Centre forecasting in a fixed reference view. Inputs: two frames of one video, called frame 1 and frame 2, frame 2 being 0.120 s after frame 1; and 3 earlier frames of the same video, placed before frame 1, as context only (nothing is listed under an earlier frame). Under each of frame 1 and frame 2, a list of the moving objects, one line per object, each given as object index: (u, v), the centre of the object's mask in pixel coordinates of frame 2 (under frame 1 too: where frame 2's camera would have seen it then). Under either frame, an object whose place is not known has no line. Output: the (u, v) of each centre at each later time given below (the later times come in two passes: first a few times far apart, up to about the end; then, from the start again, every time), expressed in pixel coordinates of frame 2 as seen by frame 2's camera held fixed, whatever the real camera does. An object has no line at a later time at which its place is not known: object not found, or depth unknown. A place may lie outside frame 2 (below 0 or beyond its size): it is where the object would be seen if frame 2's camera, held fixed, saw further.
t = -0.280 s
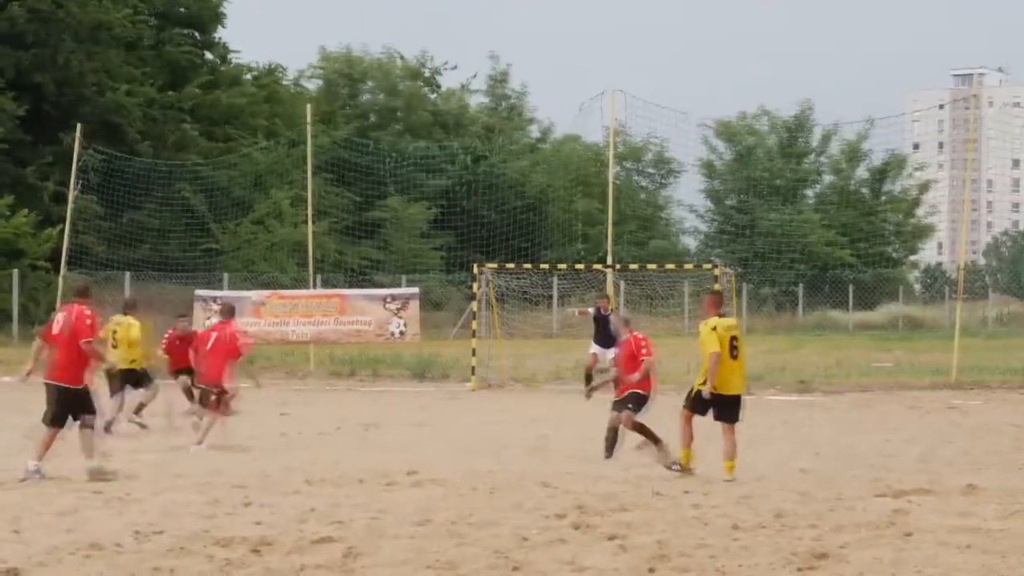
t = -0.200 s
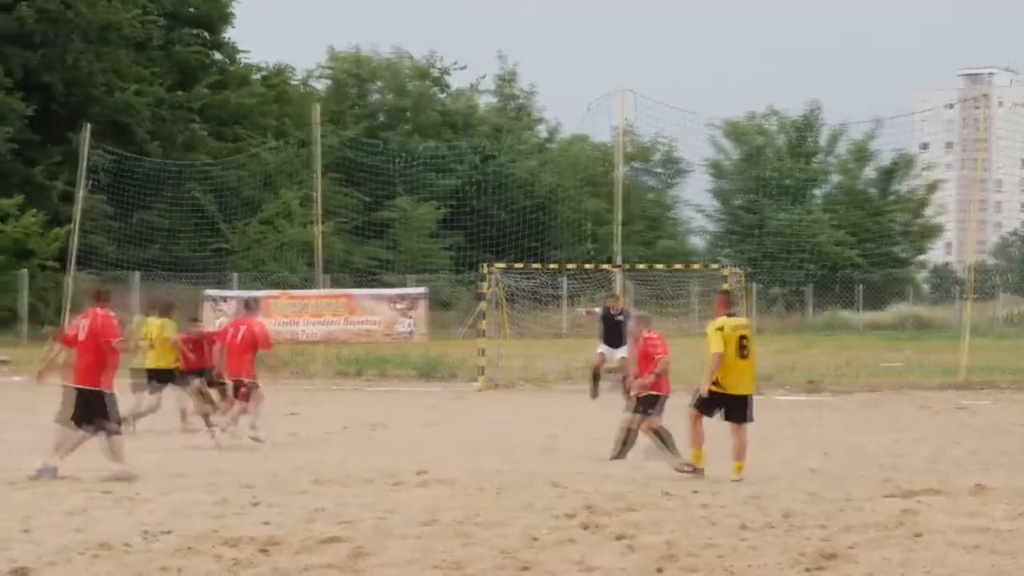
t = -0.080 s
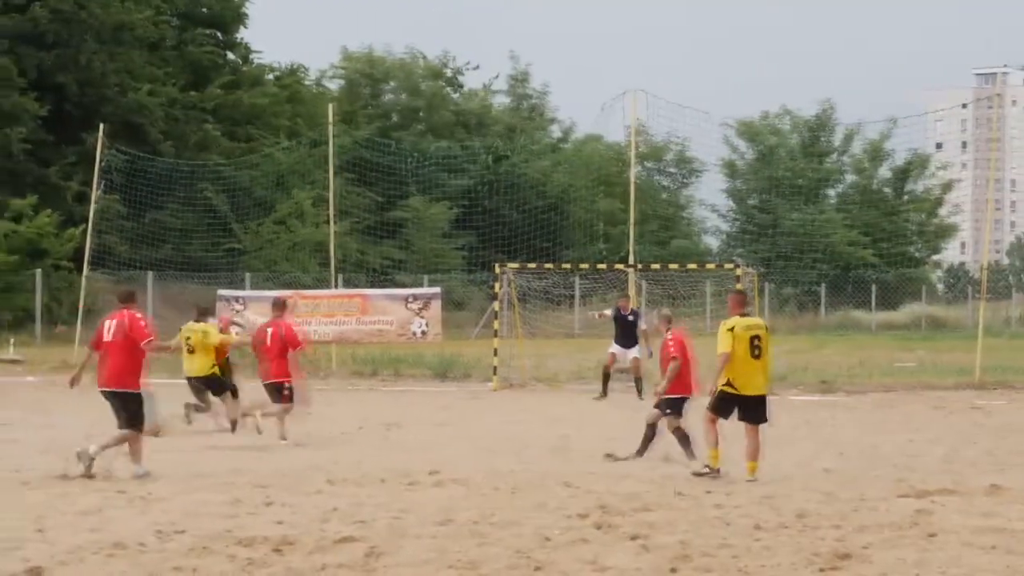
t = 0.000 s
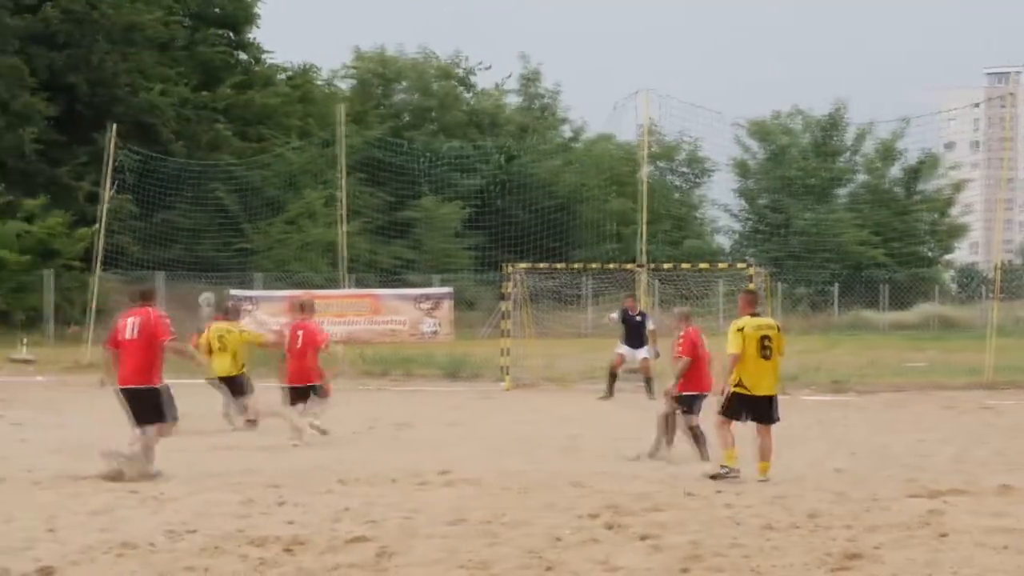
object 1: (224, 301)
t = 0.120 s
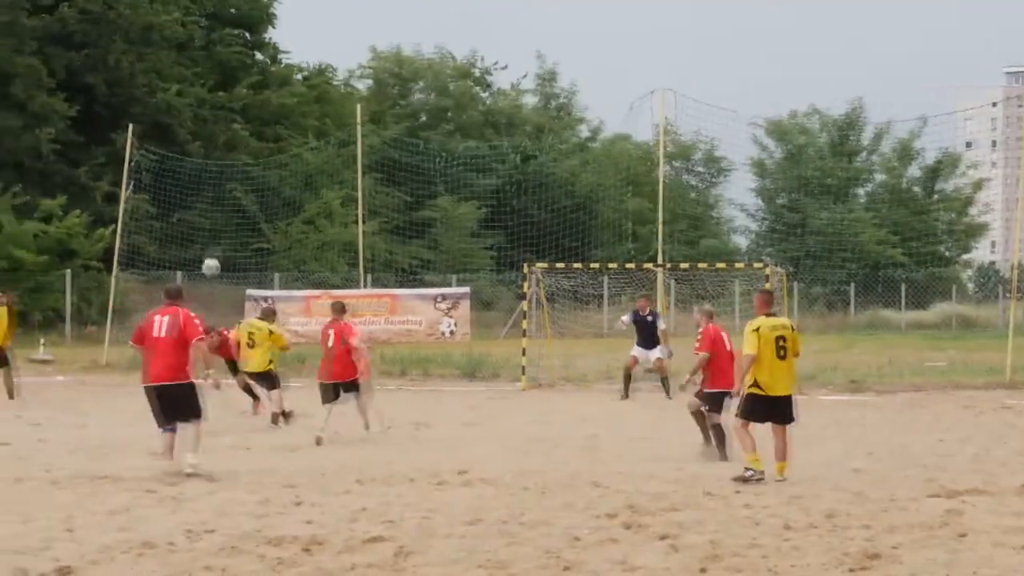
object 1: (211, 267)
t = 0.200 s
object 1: (197, 244)
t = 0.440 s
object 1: (158, 198)
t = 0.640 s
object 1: (119, 196)
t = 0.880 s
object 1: (65, 237)
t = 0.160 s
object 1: (205, 253)
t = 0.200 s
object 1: (197, 244)
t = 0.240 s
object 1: (190, 230)
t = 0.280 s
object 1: (187, 225)
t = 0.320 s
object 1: (181, 217)
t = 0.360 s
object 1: (175, 210)
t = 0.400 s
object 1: (165, 203)
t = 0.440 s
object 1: (158, 198)
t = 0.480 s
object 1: (155, 196)
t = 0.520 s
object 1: (147, 194)
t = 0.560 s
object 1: (140, 193)
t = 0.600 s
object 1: (127, 193)
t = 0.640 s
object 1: (119, 196)
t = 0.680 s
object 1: (115, 197)
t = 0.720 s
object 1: (106, 203)
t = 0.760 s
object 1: (96, 209)
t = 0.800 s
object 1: (81, 218)
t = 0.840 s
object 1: (71, 230)
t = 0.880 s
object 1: (65, 237)
